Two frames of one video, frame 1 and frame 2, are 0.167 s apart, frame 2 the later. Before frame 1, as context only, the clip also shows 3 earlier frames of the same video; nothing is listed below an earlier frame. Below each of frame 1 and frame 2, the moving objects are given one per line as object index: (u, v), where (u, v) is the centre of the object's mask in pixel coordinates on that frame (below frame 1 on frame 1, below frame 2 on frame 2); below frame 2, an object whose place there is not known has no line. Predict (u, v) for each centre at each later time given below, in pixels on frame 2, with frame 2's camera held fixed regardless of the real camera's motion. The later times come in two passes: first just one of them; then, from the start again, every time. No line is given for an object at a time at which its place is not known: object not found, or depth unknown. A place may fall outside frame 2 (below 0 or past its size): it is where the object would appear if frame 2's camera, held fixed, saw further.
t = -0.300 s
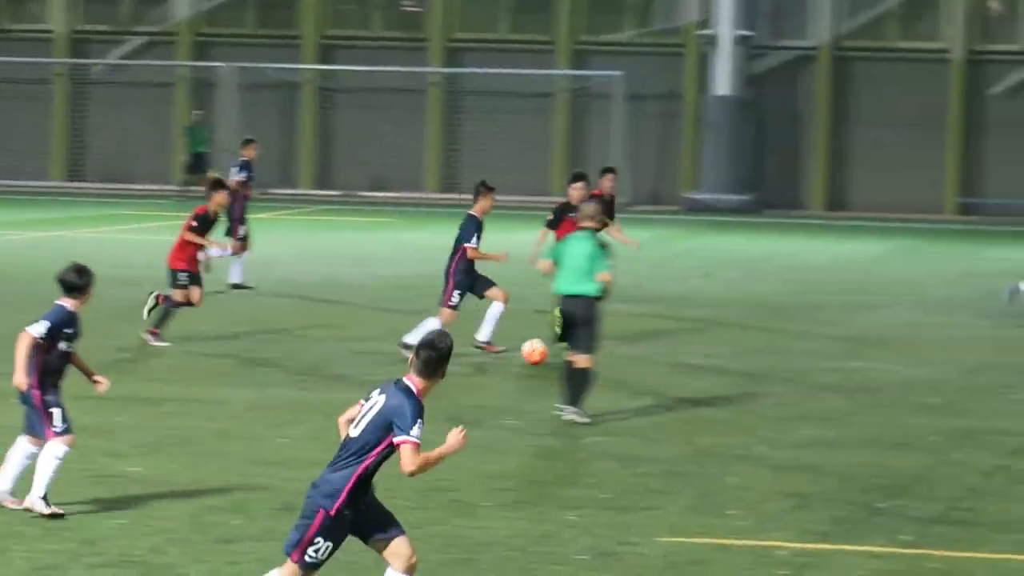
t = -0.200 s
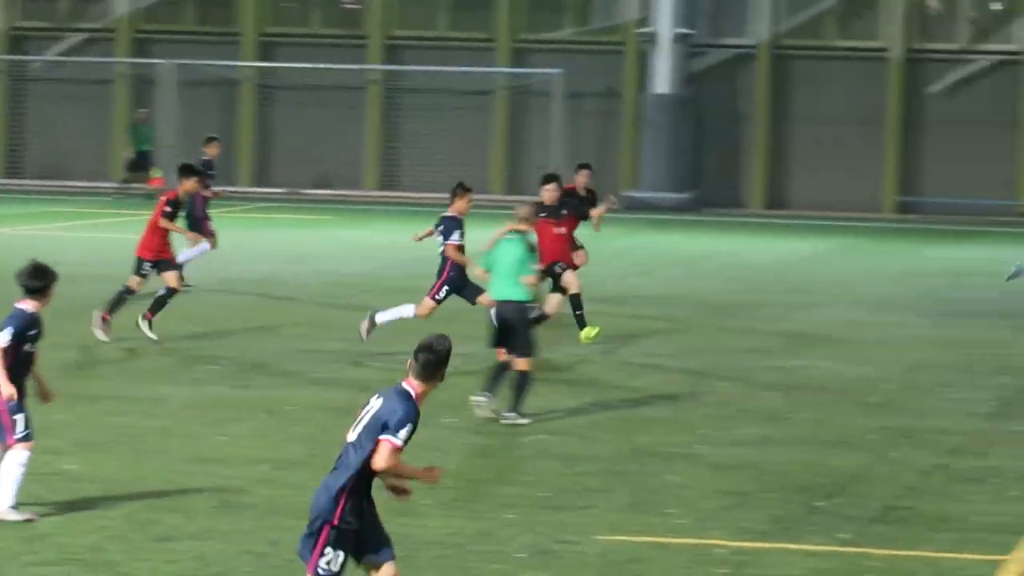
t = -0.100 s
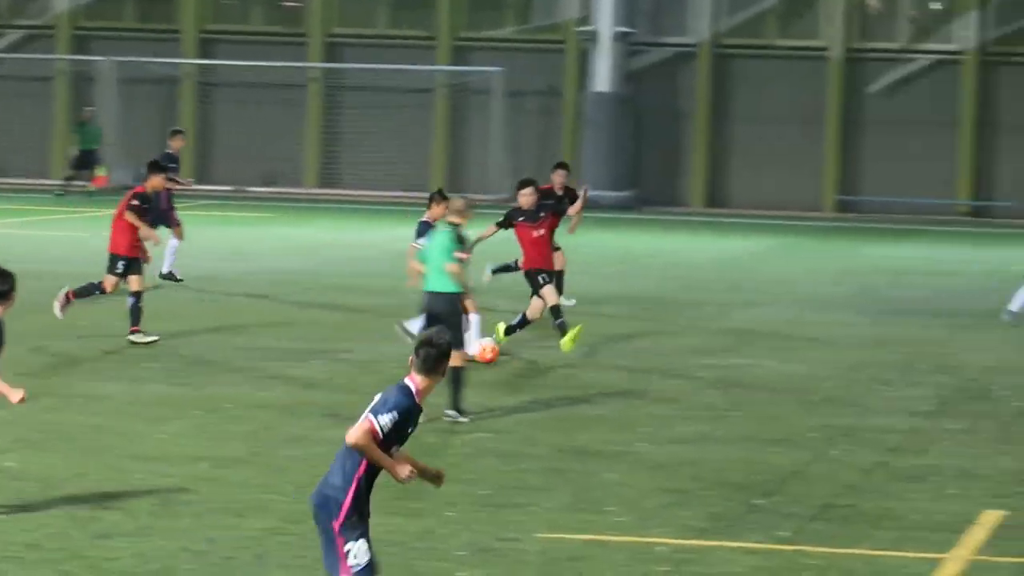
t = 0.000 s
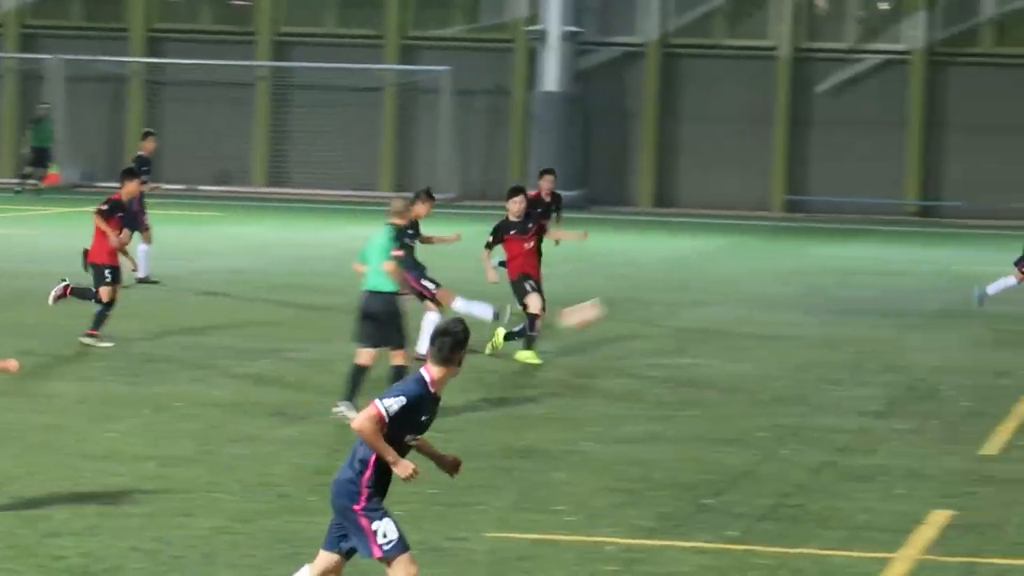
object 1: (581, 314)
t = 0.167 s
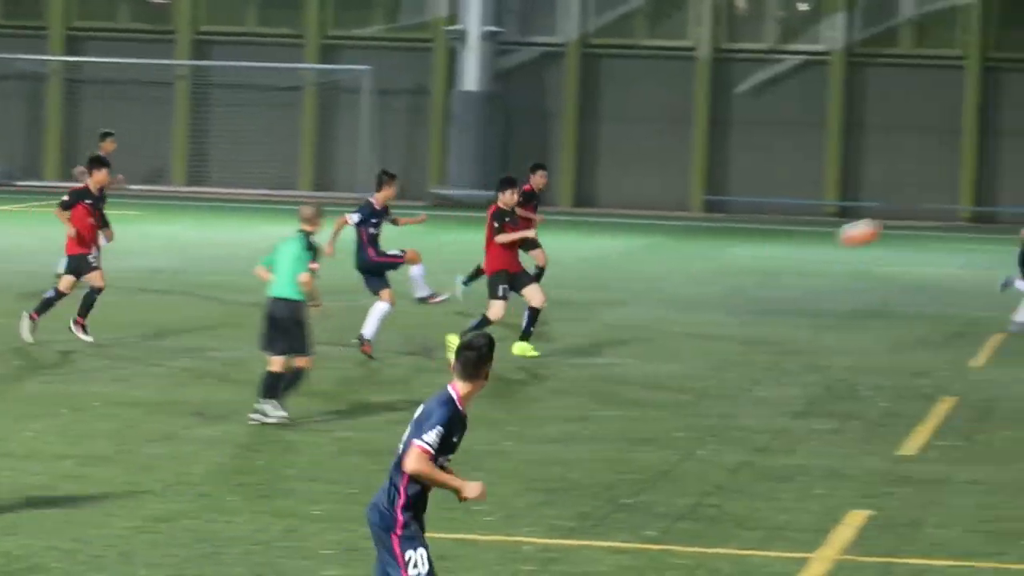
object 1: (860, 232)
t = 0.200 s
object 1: (926, 219)
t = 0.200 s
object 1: (926, 219)
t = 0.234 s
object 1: (989, 209)
